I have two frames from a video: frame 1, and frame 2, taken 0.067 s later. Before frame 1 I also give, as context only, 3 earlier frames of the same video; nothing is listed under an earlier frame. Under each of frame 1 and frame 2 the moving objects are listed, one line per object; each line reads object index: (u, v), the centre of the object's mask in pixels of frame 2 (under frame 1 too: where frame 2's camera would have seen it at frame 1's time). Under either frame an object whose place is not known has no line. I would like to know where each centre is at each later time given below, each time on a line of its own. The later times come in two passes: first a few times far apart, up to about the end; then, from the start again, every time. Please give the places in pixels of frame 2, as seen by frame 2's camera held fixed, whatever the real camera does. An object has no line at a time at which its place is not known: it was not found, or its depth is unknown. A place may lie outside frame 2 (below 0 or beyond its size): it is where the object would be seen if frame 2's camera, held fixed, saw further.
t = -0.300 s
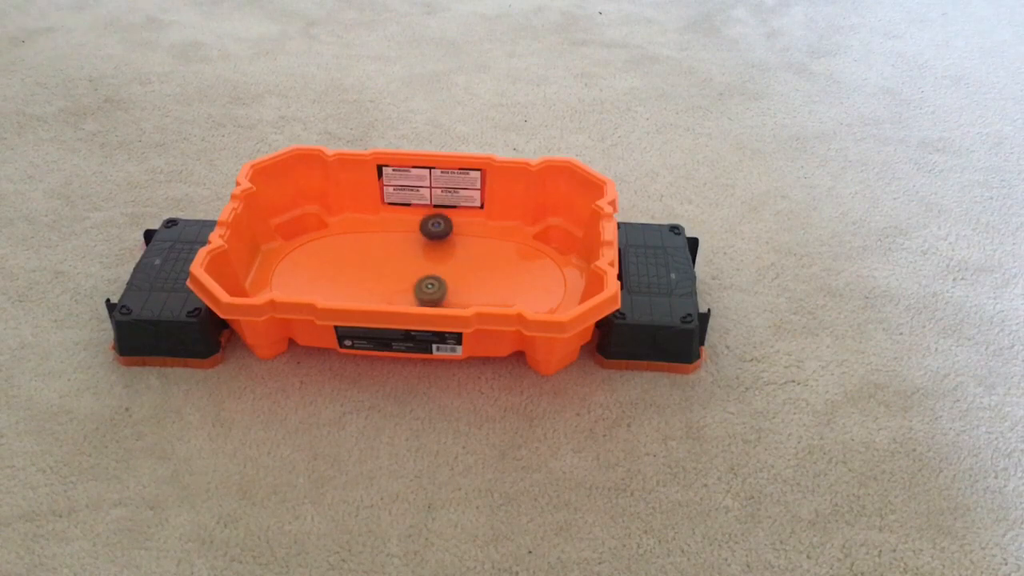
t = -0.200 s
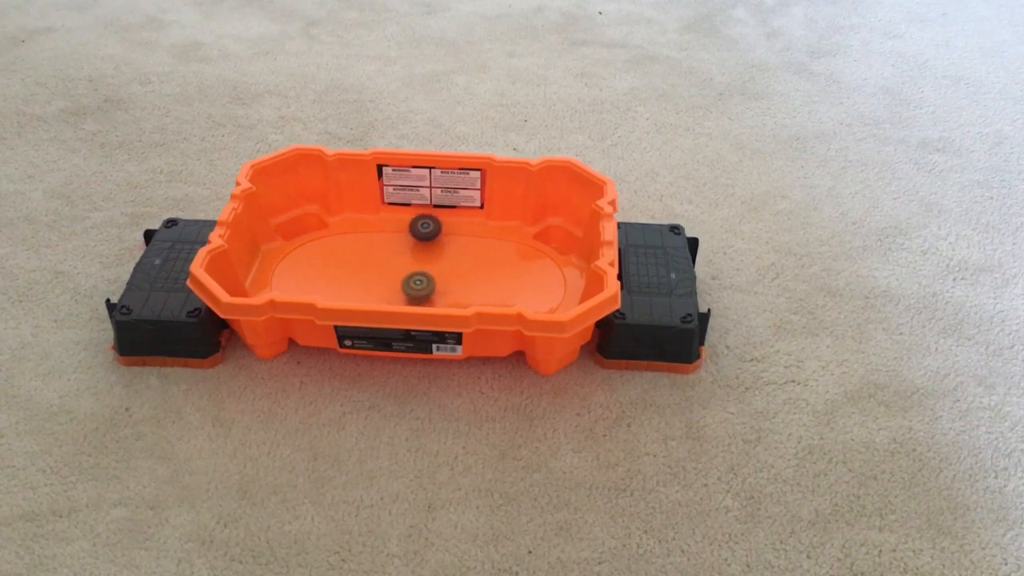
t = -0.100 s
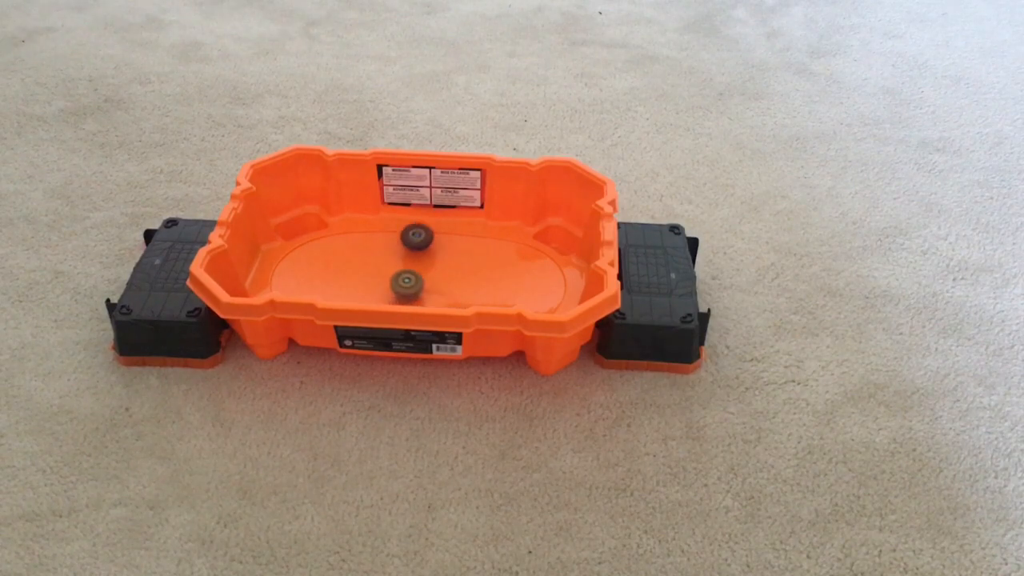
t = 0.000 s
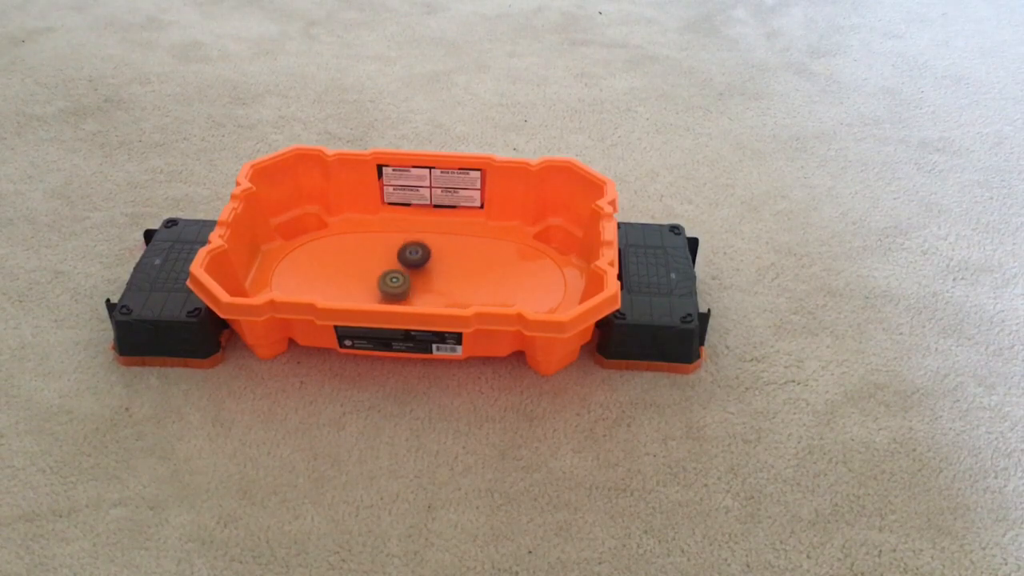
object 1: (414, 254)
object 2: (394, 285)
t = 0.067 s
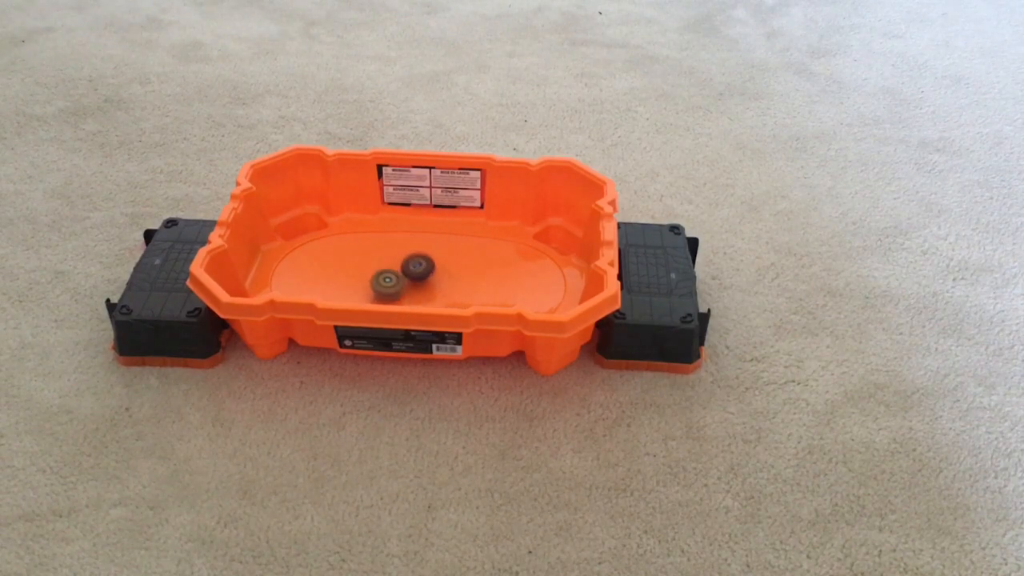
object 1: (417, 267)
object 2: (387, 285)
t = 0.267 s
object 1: (452, 294)
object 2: (376, 285)
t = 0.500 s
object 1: (503, 296)
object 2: (373, 288)
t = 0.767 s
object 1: (497, 274)
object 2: (381, 291)
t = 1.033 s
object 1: (428, 276)
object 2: (390, 293)
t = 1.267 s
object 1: (415, 271)
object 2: (381, 291)
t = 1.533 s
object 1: (406, 266)
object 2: (376, 289)
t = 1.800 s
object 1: (421, 262)
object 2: (374, 287)
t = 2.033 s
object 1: (431, 267)
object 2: (383, 282)
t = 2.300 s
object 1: (450, 285)
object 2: (397, 281)
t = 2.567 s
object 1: (461, 284)
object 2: (406, 276)
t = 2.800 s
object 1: (438, 288)
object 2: (413, 270)
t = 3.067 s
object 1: (433, 297)
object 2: (412, 266)
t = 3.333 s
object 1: (427, 291)
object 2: (408, 270)
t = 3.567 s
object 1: (414, 294)
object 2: (404, 273)
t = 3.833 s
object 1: (425, 298)
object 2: (400, 281)
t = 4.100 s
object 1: (437, 289)
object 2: (393, 287)
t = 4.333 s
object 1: (452, 276)
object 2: (387, 289)
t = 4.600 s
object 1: (423, 272)
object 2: (388, 288)
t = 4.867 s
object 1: (454, 255)
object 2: (369, 291)
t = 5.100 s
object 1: (455, 258)
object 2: (373, 289)
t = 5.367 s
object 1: (453, 286)
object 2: (388, 282)
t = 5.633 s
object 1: (460, 300)
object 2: (402, 275)
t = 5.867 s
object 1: (452, 297)
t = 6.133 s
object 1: (413, 288)
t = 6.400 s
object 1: (375, 289)
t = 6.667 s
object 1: (376, 292)
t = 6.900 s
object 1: (384, 298)
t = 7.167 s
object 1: (407, 289)
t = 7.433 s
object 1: (399, 275)
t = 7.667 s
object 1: (382, 278)
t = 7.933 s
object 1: (397, 286)
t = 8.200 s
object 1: (389, 292)
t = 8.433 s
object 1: (384, 296)
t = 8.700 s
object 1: (397, 288)
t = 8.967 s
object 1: (402, 268)
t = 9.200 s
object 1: (397, 262)
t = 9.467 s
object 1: (401, 277)
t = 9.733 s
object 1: (418, 288)
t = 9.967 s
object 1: (409, 274)
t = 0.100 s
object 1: (421, 273)
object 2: (385, 285)
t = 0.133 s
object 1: (426, 278)
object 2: (382, 284)
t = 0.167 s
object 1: (432, 282)
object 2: (380, 285)
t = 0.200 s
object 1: (438, 286)
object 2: (379, 285)
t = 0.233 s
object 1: (445, 291)
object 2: (377, 285)
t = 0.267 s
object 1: (452, 294)
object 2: (376, 285)
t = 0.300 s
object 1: (459, 296)
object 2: (375, 285)
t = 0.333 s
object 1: (466, 297)
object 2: (374, 286)
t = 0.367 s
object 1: (473, 297)
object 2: (373, 286)
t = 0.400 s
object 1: (481, 297)
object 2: (373, 286)
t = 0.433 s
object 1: (488, 297)
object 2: (373, 287)
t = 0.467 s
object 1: (496, 297)
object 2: (373, 287)
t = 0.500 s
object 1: (503, 296)
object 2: (373, 288)
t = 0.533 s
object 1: (509, 295)
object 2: (373, 288)
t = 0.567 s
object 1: (513, 292)
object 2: (373, 289)
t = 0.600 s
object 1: (516, 289)
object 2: (374, 289)
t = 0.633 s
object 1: (517, 285)
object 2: (375, 290)
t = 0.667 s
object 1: (515, 282)
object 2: (377, 290)
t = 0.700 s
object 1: (511, 279)
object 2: (378, 290)
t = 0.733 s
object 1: (505, 276)
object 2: (380, 291)
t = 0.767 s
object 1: (497, 274)
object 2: (381, 291)
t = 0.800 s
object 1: (488, 272)
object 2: (383, 291)
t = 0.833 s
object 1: (478, 272)
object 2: (385, 291)
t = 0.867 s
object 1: (468, 273)
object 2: (387, 292)
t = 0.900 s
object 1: (457, 273)
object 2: (389, 292)
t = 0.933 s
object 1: (446, 275)
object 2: (392, 292)
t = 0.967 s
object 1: (436, 277)
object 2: (394, 292)
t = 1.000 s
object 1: (428, 278)
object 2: (397, 292)
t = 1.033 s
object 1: (428, 276)
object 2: (390, 293)
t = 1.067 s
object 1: (429, 276)
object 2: (385, 293)
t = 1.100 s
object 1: (429, 275)
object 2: (381, 294)
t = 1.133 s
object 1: (428, 274)
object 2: (379, 293)
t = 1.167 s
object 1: (426, 273)
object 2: (379, 293)
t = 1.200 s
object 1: (423, 272)
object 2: (380, 292)
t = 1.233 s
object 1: (419, 271)
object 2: (380, 292)
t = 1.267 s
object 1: (415, 271)
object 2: (381, 291)
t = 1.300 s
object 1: (412, 271)
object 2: (382, 291)
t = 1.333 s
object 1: (409, 271)
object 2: (382, 291)
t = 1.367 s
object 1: (409, 269)
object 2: (379, 291)
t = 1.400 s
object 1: (409, 267)
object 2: (378, 291)
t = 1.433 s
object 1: (408, 267)
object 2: (377, 290)
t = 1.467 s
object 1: (408, 266)
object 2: (377, 290)
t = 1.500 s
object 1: (407, 266)
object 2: (377, 290)
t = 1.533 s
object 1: (406, 266)
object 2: (376, 289)
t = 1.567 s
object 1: (405, 267)
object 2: (377, 289)
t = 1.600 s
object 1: (405, 268)
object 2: (377, 288)
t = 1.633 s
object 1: (407, 267)
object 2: (375, 288)
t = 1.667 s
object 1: (410, 266)
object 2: (374, 288)
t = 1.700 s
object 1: (413, 264)
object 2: (374, 288)
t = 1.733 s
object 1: (416, 263)
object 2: (374, 288)
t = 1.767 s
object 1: (418, 263)
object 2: (374, 287)
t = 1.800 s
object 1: (421, 262)
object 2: (374, 287)
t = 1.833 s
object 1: (423, 262)
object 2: (375, 287)
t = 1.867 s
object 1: (425, 262)
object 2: (376, 284)
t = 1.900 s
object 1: (426, 262)
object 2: (377, 284)
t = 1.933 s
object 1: (428, 263)
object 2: (378, 283)
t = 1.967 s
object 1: (429, 264)
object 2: (380, 283)
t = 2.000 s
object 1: (430, 266)
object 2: (381, 283)
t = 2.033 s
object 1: (431, 267)
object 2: (383, 282)
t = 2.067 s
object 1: (433, 269)
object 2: (385, 282)
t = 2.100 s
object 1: (435, 272)
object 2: (386, 281)
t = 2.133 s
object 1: (437, 273)
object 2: (388, 281)
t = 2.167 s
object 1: (439, 276)
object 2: (390, 281)
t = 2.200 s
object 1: (441, 278)
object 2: (392, 281)
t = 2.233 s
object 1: (444, 281)
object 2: (394, 281)
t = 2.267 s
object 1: (447, 283)
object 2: (395, 281)
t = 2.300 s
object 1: (450, 285)
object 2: (397, 281)
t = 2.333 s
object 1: (453, 285)
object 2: (398, 280)
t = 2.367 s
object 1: (456, 286)
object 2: (399, 280)
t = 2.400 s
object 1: (458, 287)
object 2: (400, 280)
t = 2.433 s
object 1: (461, 286)
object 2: (401, 279)
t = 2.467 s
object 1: (462, 286)
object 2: (402, 278)
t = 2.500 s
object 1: (463, 285)
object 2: (404, 277)
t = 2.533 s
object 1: (462, 284)
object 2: (405, 277)
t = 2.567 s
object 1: (461, 284)
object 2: (406, 276)
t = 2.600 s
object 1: (459, 283)
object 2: (408, 275)
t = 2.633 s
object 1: (456, 283)
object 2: (409, 275)
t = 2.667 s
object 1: (452, 283)
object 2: (410, 274)
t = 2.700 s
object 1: (447, 283)
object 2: (412, 273)
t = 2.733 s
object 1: (443, 284)
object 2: (413, 272)
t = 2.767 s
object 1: (440, 285)
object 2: (413, 271)
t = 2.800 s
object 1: (438, 288)
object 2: (413, 270)
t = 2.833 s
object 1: (437, 290)
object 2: (412, 269)
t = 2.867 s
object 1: (435, 292)
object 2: (412, 269)
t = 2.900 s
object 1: (432, 294)
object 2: (413, 268)
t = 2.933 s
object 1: (431, 295)
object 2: (413, 267)
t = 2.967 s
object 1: (431, 296)
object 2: (413, 267)
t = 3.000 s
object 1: (431, 297)
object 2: (412, 266)
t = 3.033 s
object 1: (432, 297)
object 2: (412, 266)
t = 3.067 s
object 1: (433, 297)
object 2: (412, 266)
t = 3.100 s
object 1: (433, 297)
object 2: (412, 266)
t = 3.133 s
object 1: (434, 297)
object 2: (411, 266)
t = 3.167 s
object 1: (434, 296)
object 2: (411, 266)
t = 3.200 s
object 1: (434, 296)
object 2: (411, 267)
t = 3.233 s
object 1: (434, 295)
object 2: (410, 268)
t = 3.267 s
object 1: (433, 294)
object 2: (410, 268)
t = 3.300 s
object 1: (430, 293)
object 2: (409, 269)
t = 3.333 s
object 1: (427, 291)
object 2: (408, 270)
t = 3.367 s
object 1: (424, 291)
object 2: (408, 270)
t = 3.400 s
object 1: (421, 291)
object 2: (407, 270)
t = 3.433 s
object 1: (419, 292)
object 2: (406, 270)
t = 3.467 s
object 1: (418, 292)
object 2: (405, 270)
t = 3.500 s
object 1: (416, 293)
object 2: (404, 271)
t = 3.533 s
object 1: (415, 293)
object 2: (404, 272)
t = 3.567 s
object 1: (414, 294)
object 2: (404, 273)
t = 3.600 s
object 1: (412, 295)
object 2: (403, 274)
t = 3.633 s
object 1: (412, 295)
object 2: (403, 274)
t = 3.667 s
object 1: (413, 296)
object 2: (402, 275)
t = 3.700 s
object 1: (414, 296)
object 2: (402, 276)
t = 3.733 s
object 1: (416, 297)
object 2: (402, 278)
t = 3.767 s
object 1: (420, 298)
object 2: (402, 279)
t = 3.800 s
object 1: (423, 298)
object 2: (401, 280)
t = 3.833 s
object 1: (425, 298)
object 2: (400, 281)
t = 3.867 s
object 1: (427, 298)
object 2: (400, 282)
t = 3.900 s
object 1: (428, 297)
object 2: (399, 283)
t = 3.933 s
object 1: (430, 296)
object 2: (399, 284)
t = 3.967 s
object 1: (431, 295)
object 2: (399, 285)
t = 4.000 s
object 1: (432, 294)
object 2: (398, 286)
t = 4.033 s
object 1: (432, 292)
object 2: (398, 287)
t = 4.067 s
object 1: (434, 290)
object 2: (395, 287)
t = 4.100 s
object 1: (437, 289)
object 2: (393, 287)
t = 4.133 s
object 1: (440, 288)
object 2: (391, 288)
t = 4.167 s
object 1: (444, 287)
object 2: (391, 289)
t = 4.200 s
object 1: (447, 285)
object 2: (390, 289)
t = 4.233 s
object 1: (450, 284)
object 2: (389, 289)
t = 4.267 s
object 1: (452, 281)
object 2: (388, 289)
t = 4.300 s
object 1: (452, 278)
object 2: (387, 289)
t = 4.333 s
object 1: (452, 276)
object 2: (387, 289)
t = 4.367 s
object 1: (451, 273)
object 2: (386, 289)
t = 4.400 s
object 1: (448, 271)
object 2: (386, 289)
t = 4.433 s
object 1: (445, 269)
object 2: (386, 289)
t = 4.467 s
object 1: (440, 268)
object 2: (386, 289)
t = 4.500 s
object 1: (435, 268)
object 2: (386, 289)
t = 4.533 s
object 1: (431, 269)
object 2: (387, 288)
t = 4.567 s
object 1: (427, 270)
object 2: (387, 288)
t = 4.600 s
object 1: (423, 272)
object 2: (388, 288)
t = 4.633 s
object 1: (423, 271)
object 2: (385, 290)
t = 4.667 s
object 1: (429, 269)
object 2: (379, 290)
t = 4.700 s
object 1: (435, 266)
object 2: (374, 291)
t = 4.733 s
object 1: (440, 264)
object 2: (371, 291)
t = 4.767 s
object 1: (444, 261)
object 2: (370, 291)
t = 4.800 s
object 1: (447, 259)
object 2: (370, 291)
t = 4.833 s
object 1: (451, 257)
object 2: (369, 291)
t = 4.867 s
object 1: (454, 255)
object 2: (369, 291)
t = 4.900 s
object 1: (456, 253)
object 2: (369, 290)
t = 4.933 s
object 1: (457, 253)
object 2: (369, 290)
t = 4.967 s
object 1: (458, 252)
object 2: (369, 290)
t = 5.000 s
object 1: (458, 253)
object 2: (370, 290)
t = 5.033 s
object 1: (457, 254)
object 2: (371, 290)
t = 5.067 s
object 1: (456, 256)
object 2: (372, 290)
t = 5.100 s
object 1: (455, 258)
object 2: (373, 289)
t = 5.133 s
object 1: (454, 260)
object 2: (375, 289)
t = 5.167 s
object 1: (453, 264)
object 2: (377, 289)
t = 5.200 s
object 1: (452, 268)
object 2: (378, 286)
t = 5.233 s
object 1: (452, 272)
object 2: (380, 285)
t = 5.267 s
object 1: (452, 275)
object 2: (382, 284)
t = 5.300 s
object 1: (452, 279)
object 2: (384, 284)
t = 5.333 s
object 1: (452, 283)
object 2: (386, 283)
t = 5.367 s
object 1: (453, 286)
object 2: (388, 282)
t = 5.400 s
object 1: (453, 289)
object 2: (390, 281)
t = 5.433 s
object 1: (454, 292)
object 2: (392, 280)
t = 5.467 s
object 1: (455, 295)
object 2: (394, 280)
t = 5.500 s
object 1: (456, 296)
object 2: (395, 279)
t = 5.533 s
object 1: (457, 298)
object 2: (397, 278)
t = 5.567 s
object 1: (458, 299)
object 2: (399, 277)
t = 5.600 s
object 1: (460, 299)
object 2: (400, 276)
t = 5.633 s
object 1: (460, 300)
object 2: (402, 275)
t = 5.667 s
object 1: (461, 300)
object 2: (403, 274)
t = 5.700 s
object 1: (461, 300)
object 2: (404, 273)
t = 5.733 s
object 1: (460, 300)
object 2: (405, 272)
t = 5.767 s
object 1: (459, 300)
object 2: (405, 271)
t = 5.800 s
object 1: (458, 299)
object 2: (406, 271)
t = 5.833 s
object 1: (455, 298)
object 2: (406, 270)
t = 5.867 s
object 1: (452, 297)
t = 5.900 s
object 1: (448, 296)
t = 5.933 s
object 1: (443, 295)
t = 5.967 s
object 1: (438, 293)
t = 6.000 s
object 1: (433, 292)
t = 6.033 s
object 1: (428, 291)
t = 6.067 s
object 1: (423, 290)
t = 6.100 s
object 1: (417, 289)
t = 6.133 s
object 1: (413, 288)
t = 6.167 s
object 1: (408, 287)
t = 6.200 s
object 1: (403, 287)
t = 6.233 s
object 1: (398, 287)
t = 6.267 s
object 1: (393, 287)
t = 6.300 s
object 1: (387, 287)
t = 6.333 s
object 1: (383, 288)
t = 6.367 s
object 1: (380, 288)
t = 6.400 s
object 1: (375, 289)
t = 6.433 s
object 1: (373, 290)
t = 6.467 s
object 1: (372, 291)
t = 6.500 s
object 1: (370, 292)
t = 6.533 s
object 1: (370, 292)
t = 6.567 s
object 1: (371, 293)
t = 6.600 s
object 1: (372, 293)
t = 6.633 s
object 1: (373, 293)
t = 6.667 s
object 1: (376, 292)
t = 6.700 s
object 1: (377, 292)
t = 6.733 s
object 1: (379, 292)
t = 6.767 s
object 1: (379, 294)
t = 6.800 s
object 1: (378, 295)
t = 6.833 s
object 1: (380, 296)
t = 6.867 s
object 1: (381, 297)
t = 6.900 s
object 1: (384, 298)
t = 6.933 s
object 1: (388, 298)
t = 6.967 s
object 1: (390, 298)
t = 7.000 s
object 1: (394, 298)
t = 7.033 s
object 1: (399, 297)
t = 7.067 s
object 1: (401, 296)
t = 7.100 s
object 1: (405, 294)
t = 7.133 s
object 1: (406, 292)
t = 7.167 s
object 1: (407, 289)
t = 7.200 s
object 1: (408, 286)
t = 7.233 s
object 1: (408, 283)
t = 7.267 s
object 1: (408, 281)
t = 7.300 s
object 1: (406, 279)
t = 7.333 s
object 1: (404, 279)
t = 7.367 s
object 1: (403, 277)
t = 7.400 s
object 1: (401, 276)
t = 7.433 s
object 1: (399, 275)
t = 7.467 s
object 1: (396, 275)
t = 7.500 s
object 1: (392, 274)
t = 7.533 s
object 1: (390, 275)
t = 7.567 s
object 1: (387, 275)
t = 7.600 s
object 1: (385, 276)
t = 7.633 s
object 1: (384, 277)
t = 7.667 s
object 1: (382, 278)
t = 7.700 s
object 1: (382, 280)
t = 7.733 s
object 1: (382, 281)
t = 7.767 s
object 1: (383, 283)
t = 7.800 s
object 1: (386, 285)
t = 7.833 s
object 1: (388, 286)
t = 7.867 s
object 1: (391, 287)
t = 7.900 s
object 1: (394, 287)
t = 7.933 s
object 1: (397, 286)
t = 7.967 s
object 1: (400, 286)
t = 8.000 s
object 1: (402, 286)
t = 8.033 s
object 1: (405, 285)
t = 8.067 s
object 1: (402, 286)
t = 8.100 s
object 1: (400, 287)
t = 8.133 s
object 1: (395, 289)
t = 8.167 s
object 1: (392, 290)
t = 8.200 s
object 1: (389, 292)
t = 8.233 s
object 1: (388, 293)
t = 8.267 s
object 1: (385, 293)
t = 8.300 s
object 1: (384, 294)
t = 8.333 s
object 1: (383, 295)
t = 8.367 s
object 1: (383, 295)
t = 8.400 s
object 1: (383, 296)
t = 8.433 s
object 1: (384, 296)
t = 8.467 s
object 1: (385, 296)
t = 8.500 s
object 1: (386, 295)
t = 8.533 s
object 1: (389, 295)
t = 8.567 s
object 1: (389, 294)
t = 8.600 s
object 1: (392, 293)
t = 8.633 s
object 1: (393, 292)
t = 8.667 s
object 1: (397, 290)
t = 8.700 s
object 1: (397, 288)
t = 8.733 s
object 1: (399, 285)
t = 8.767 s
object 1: (399, 283)
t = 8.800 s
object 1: (401, 280)
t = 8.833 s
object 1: (401, 278)
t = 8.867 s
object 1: (403, 275)
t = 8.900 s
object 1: (402, 273)
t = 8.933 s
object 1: (403, 270)
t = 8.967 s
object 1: (402, 268)
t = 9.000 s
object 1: (402, 266)
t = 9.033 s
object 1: (401, 264)
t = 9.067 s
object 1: (400, 263)
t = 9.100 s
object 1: (399, 262)
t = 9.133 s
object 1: (399, 262)
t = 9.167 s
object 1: (398, 262)
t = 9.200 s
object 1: (397, 262)
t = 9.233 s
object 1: (397, 263)
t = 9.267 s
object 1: (397, 264)
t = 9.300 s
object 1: (397, 265)
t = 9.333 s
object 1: (397, 268)
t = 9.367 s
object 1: (397, 270)
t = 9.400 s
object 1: (398, 272)
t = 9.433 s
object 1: (400, 274)
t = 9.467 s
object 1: (401, 277)
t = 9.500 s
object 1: (403, 278)
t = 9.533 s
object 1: (406, 280)
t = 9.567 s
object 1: (408, 282)
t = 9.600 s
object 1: (411, 284)
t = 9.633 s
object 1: (413, 285)
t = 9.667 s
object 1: (416, 287)
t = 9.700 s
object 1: (417, 288)
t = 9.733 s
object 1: (418, 288)
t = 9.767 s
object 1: (417, 286)
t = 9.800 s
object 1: (417, 284)
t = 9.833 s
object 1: (415, 282)
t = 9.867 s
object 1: (414, 281)
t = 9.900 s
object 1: (412, 279)
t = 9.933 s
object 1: (411, 276)
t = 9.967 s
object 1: (409, 274)
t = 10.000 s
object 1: (408, 273)
